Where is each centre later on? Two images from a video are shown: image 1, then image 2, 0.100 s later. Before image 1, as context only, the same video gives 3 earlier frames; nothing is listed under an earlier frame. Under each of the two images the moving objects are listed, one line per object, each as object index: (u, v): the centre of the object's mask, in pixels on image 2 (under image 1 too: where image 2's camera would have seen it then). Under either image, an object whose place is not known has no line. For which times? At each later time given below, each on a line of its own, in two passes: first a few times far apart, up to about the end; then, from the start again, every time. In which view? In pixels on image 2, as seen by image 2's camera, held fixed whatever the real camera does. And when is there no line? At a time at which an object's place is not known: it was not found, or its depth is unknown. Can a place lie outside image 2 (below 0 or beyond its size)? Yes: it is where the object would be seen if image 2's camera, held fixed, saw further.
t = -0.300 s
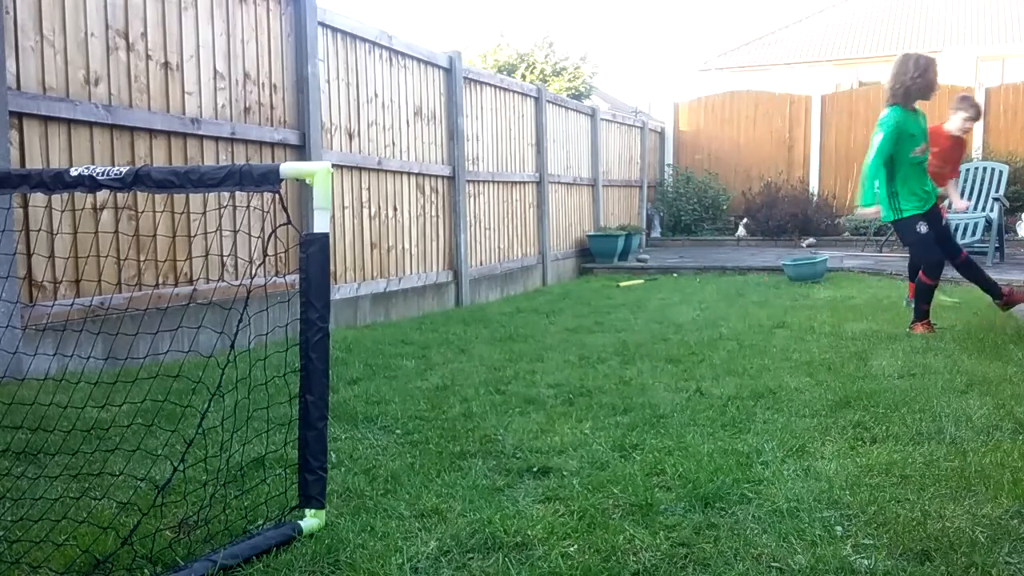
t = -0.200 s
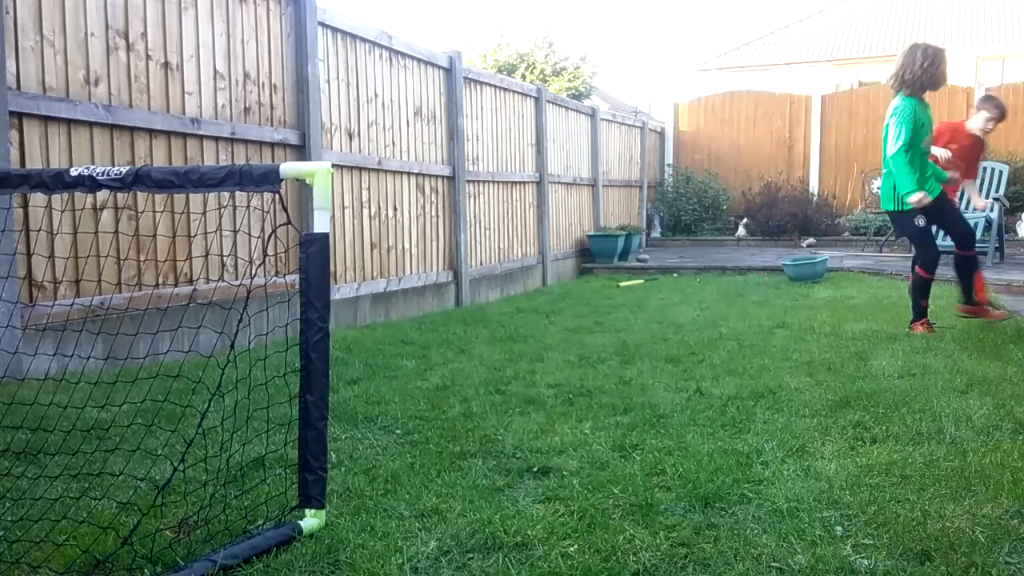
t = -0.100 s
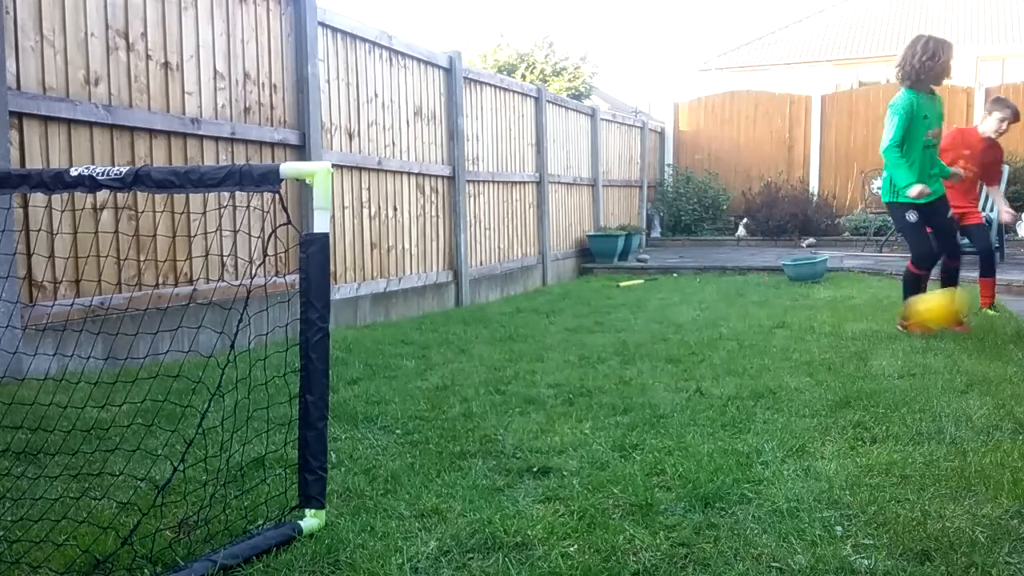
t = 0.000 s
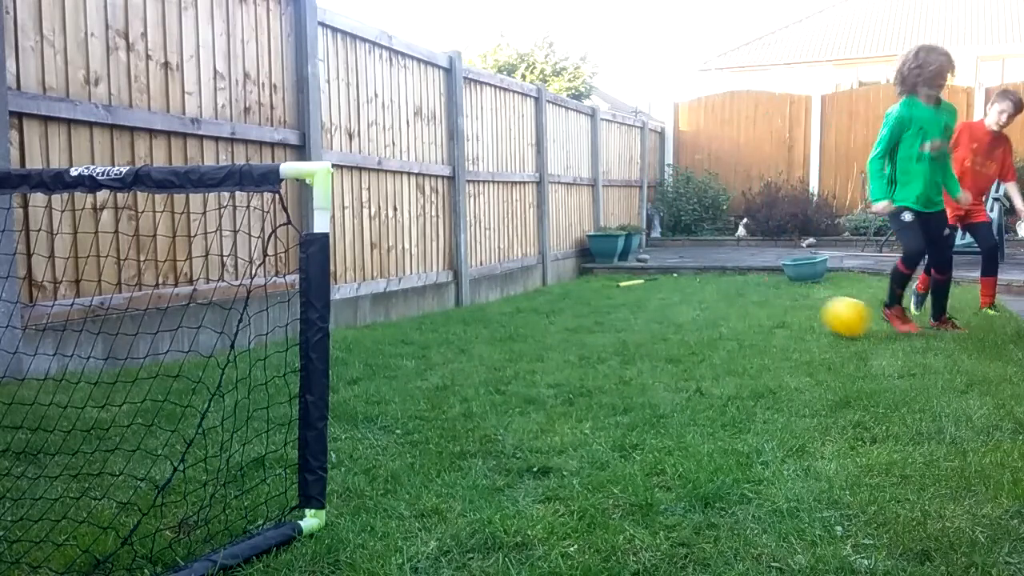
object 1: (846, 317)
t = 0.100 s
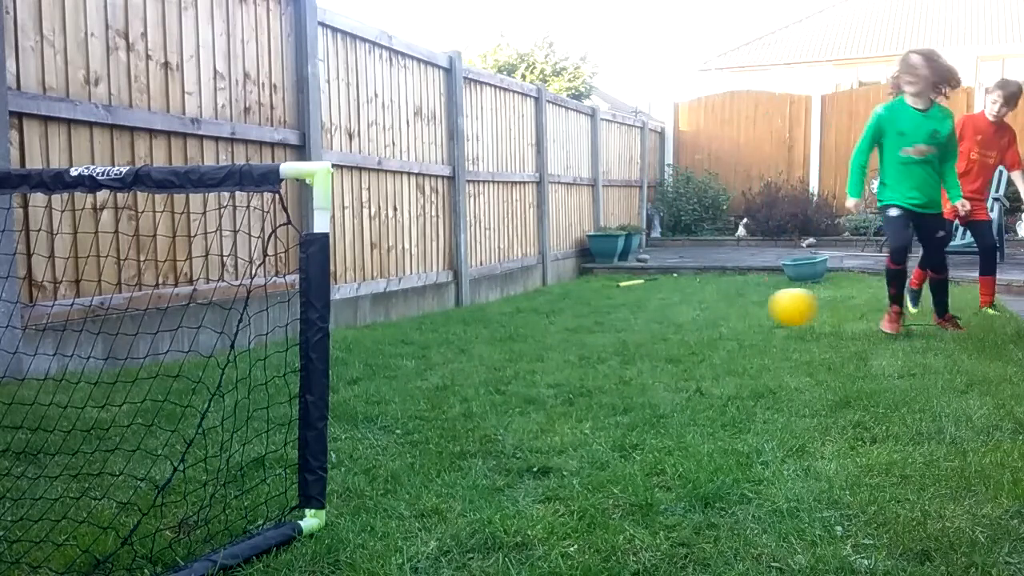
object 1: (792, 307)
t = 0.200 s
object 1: (740, 318)
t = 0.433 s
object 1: (627, 324)
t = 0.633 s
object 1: (543, 323)
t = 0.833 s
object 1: (471, 325)
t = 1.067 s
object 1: (407, 321)
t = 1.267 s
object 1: (363, 316)
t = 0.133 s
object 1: (774, 308)
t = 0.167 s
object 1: (756, 312)
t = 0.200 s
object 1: (740, 318)
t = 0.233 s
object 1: (724, 323)
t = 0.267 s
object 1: (706, 322)
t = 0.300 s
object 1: (689, 323)
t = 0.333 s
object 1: (673, 324)
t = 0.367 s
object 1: (656, 327)
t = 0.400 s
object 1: (642, 327)
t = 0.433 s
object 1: (627, 324)
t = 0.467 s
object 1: (612, 323)
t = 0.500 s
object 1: (598, 324)
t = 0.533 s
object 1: (583, 326)
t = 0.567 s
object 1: (569, 326)
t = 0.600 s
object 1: (556, 324)
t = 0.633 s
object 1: (543, 323)
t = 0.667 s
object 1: (531, 322)
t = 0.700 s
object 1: (518, 321)
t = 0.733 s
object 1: (506, 321)
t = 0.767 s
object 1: (494, 321)
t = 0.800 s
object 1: (483, 323)
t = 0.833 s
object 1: (471, 325)
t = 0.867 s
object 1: (461, 323)
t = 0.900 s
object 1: (452, 321)
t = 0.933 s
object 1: (443, 320)
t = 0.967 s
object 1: (434, 320)
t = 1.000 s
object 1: (425, 322)
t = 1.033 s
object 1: (416, 323)
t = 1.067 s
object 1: (407, 321)
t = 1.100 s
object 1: (399, 319)
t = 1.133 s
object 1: (391, 318)
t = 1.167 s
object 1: (383, 318)
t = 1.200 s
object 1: (376, 318)
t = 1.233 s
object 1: (369, 317)
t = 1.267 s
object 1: (363, 316)
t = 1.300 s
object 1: (357, 316)
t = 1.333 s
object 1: (350, 316)
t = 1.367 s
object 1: (346, 315)
